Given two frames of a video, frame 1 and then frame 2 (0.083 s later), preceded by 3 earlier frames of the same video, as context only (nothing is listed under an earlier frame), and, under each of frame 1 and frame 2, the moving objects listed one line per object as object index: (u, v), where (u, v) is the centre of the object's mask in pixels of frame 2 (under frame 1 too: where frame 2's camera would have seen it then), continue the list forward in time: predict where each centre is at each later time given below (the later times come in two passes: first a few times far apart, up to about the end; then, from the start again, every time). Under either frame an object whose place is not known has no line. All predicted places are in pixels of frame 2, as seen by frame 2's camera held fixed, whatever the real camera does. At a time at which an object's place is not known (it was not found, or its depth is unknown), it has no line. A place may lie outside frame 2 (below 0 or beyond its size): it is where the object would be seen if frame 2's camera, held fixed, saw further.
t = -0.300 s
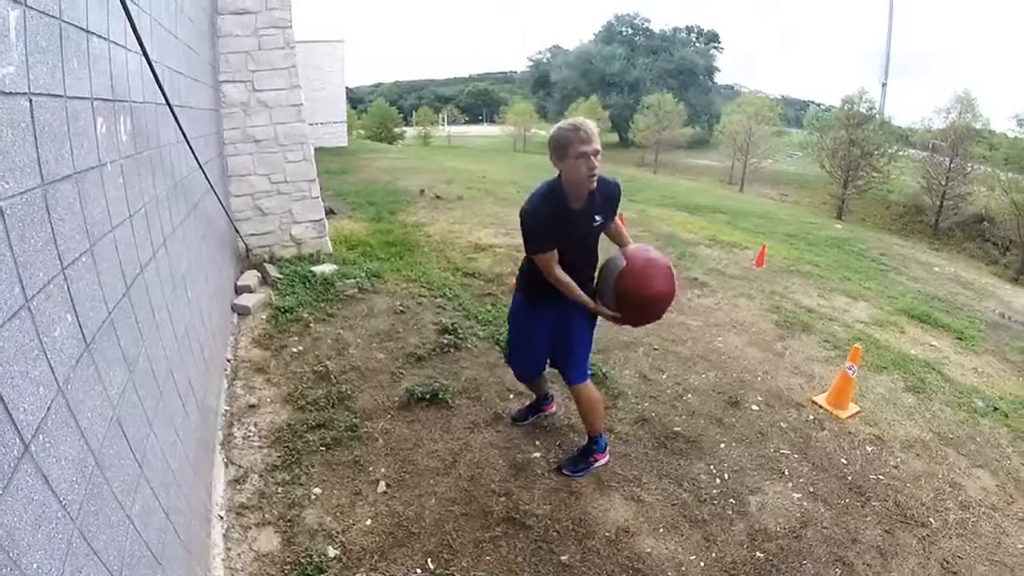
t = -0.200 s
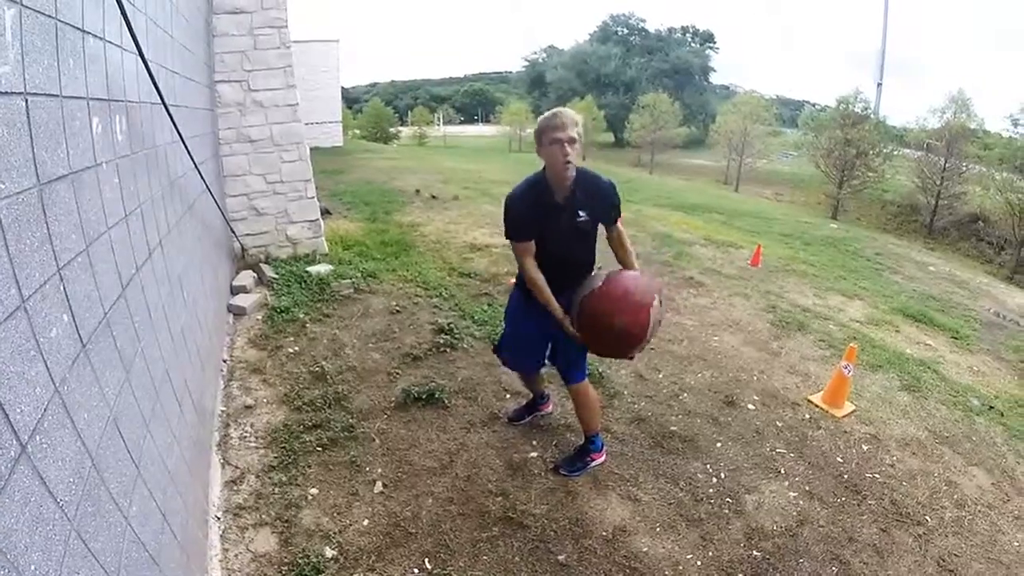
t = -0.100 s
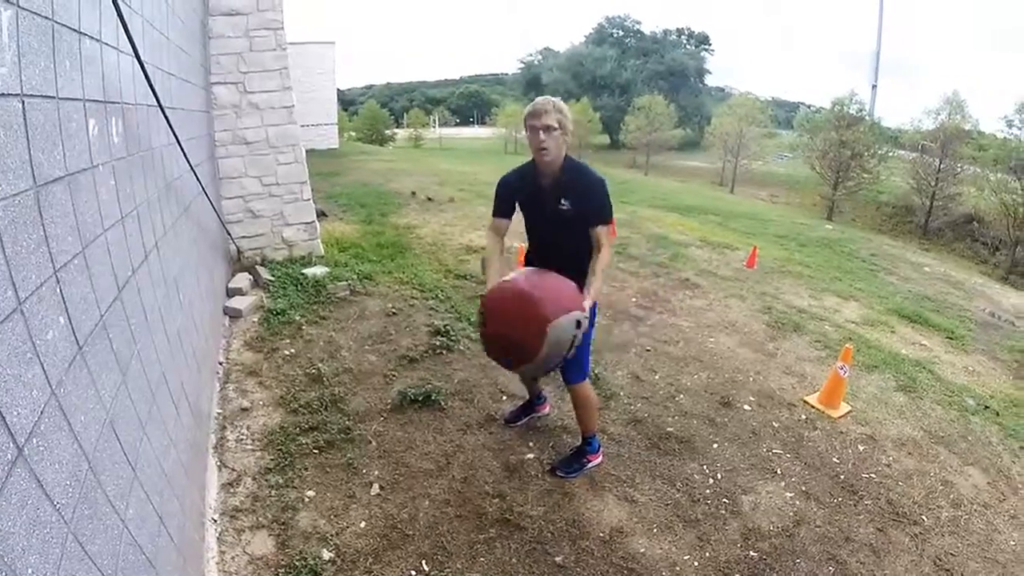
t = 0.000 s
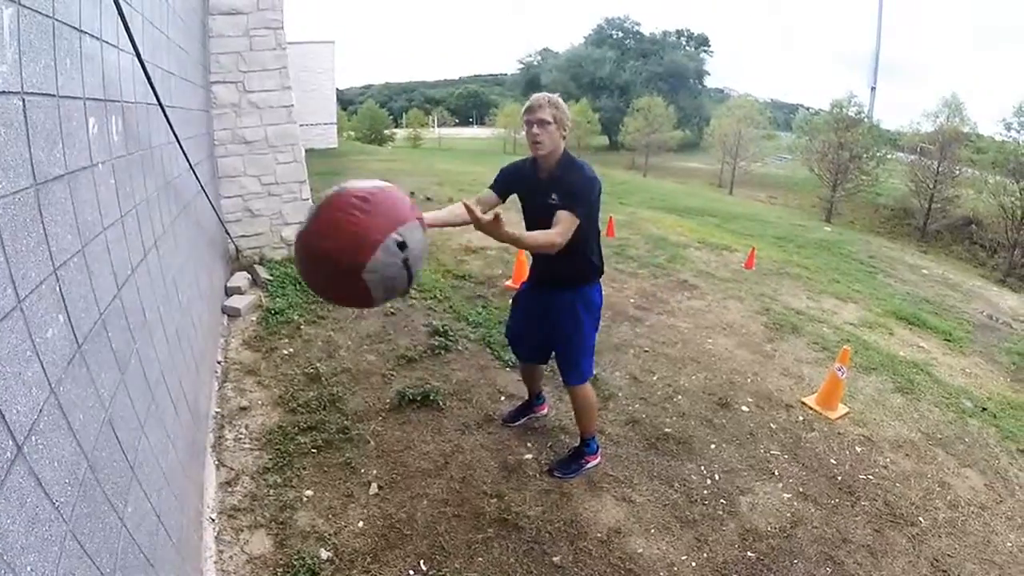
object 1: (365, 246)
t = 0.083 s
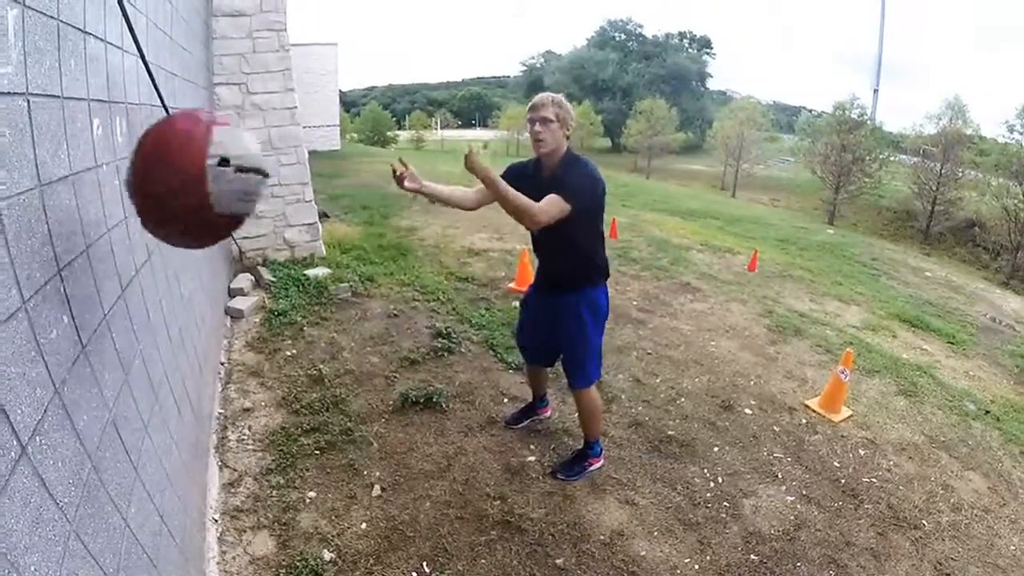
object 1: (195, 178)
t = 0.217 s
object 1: (169, 102)
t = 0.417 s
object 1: (335, 101)
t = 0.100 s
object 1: (163, 167)
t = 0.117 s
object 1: (131, 157)
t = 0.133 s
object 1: (107, 148)
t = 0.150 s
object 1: (112, 137)
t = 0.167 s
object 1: (124, 127)
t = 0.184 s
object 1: (140, 117)
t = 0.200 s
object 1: (154, 109)
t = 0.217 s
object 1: (169, 102)
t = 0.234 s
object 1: (183, 96)
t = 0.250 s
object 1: (197, 91)
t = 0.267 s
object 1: (212, 87)
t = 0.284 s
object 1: (227, 84)
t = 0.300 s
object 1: (240, 84)
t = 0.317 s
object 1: (255, 83)
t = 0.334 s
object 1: (268, 84)
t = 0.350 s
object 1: (282, 85)
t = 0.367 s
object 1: (296, 87)
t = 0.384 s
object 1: (310, 91)
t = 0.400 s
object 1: (322, 95)
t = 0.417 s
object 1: (335, 101)
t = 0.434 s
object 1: (347, 107)
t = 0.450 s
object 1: (359, 114)
